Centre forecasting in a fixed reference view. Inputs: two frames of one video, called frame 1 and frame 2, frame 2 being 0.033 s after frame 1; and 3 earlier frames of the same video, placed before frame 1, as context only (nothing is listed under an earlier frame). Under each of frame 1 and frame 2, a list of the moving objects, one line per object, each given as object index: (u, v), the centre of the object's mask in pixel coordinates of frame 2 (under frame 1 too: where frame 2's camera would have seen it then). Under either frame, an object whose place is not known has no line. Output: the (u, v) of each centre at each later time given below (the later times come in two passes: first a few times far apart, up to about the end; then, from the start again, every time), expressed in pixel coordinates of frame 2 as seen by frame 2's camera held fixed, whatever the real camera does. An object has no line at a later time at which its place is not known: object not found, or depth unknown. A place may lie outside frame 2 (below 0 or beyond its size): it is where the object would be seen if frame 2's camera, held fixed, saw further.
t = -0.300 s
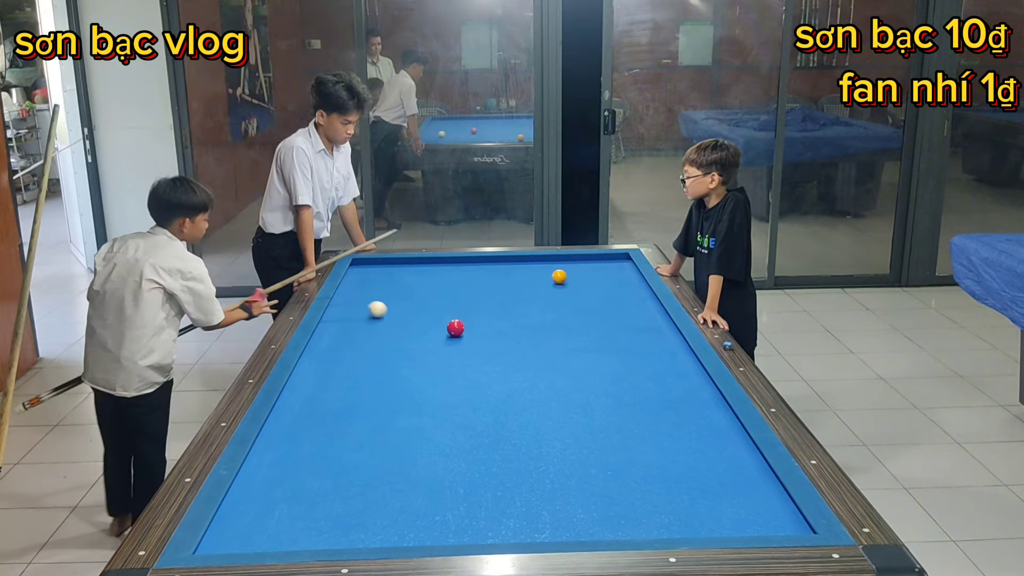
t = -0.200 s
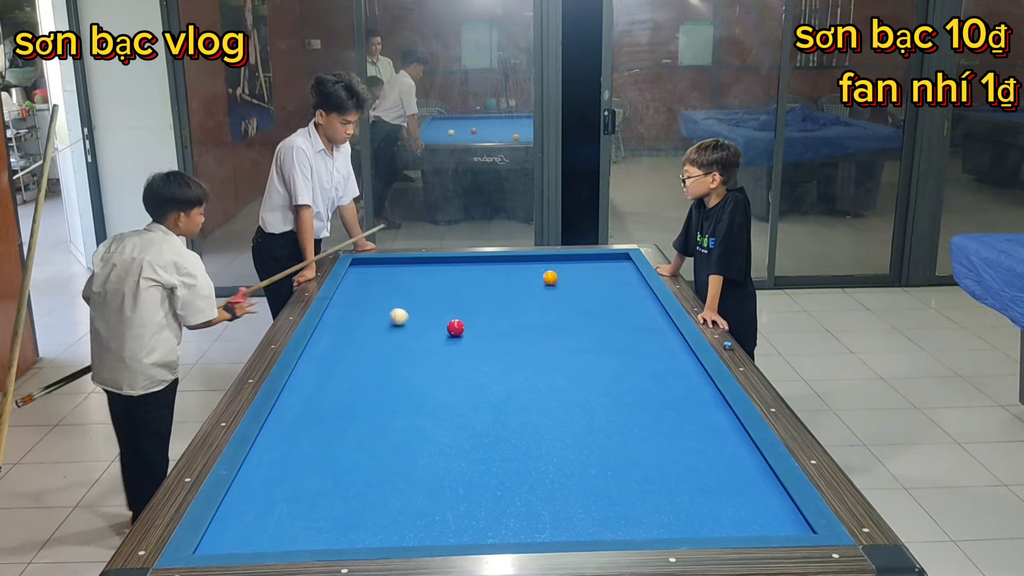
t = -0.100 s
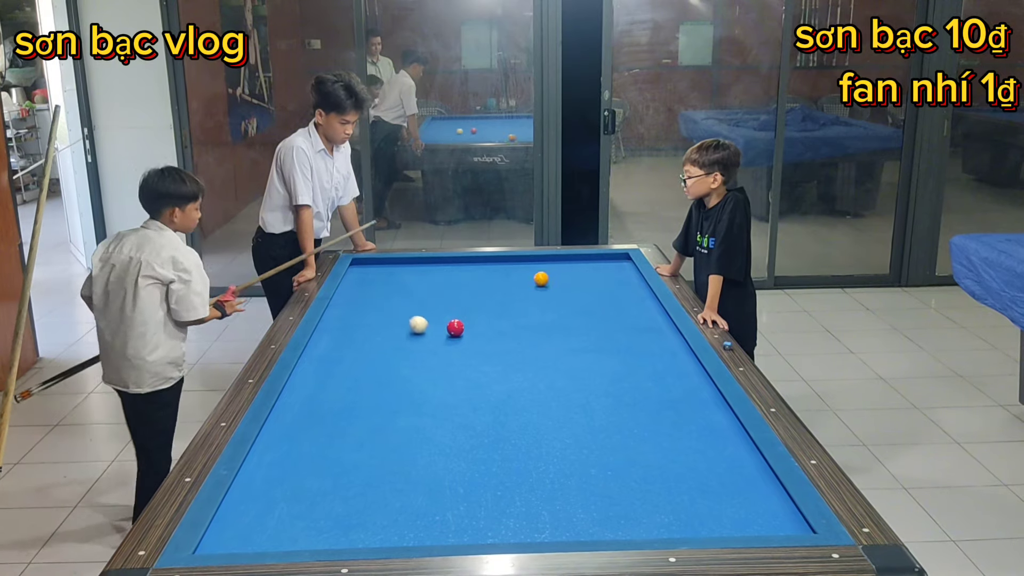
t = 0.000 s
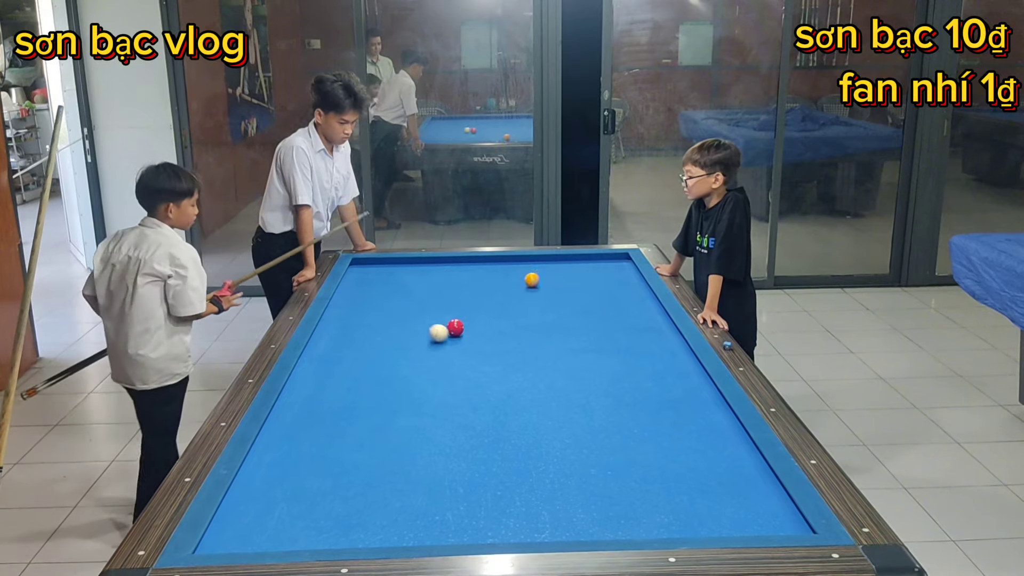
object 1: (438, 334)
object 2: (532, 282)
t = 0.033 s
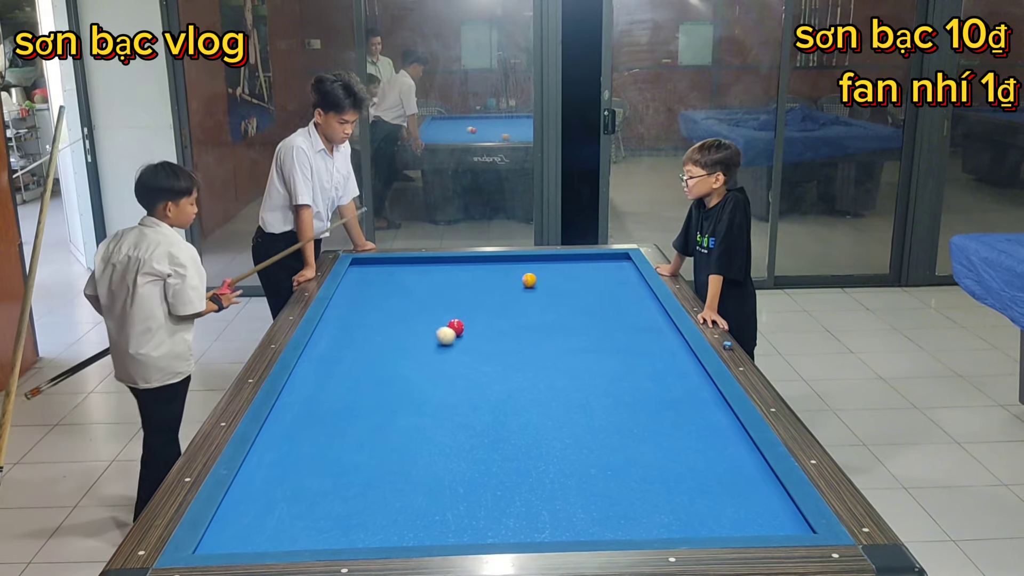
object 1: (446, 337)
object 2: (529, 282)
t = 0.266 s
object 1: (498, 359)
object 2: (509, 285)
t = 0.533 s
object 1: (568, 388)
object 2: (485, 287)
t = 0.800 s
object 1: (651, 423)
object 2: (462, 290)
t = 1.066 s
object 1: (749, 465)
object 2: (439, 293)
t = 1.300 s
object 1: (738, 499)
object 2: (419, 295)
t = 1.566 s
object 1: (717, 525)
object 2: (396, 298)
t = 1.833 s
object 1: (691, 506)
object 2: (375, 300)
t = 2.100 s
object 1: (669, 488)
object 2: (353, 302)
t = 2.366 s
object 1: (649, 472)
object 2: (339, 304)
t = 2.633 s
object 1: (630, 458)
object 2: (350, 305)
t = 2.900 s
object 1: (614, 445)
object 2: (359, 306)
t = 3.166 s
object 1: (598, 434)
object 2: (368, 306)
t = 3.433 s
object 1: (585, 424)
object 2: (376, 307)
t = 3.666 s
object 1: (574, 415)
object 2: (383, 308)
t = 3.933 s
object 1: (563, 407)
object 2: (389, 308)
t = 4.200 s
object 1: (551, 399)
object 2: (394, 308)
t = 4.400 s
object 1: (544, 394)
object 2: (398, 309)
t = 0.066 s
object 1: (453, 340)
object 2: (527, 286)
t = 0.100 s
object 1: (460, 343)
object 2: (524, 287)
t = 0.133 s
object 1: (467, 346)
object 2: (520, 283)
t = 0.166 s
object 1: (475, 349)
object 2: (517, 284)
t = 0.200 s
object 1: (483, 353)
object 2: (515, 284)
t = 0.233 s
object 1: (491, 356)
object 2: (512, 285)
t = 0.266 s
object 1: (498, 359)
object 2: (509, 285)
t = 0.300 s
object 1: (507, 363)
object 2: (505, 285)
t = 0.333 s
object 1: (515, 366)
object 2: (503, 286)
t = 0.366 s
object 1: (523, 370)
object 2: (500, 286)
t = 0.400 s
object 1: (532, 373)
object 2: (497, 286)
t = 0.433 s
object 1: (541, 377)
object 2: (493, 286)
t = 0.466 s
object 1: (550, 380)
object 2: (491, 287)
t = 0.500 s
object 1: (559, 385)
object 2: (488, 288)
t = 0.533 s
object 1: (568, 388)
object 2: (485, 287)
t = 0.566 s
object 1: (578, 392)
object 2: (482, 288)
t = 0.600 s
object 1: (587, 397)
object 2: (479, 288)
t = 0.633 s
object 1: (597, 401)
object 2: (476, 288)
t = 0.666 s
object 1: (607, 405)
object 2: (473, 289)
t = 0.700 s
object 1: (618, 409)
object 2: (470, 289)
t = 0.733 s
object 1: (628, 414)
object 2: (467, 289)
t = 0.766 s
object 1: (639, 418)
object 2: (464, 290)
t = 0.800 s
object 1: (651, 423)
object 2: (462, 290)
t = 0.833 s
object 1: (662, 428)
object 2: (459, 290)
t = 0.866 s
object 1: (674, 433)
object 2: (456, 291)
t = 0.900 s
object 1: (685, 438)
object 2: (453, 291)
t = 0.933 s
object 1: (697, 443)
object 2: (450, 291)
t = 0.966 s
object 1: (710, 448)
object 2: (447, 292)
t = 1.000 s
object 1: (723, 453)
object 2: (444, 292)
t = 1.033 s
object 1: (736, 459)
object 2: (441, 292)
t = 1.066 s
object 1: (749, 465)
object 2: (439, 293)
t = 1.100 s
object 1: (759, 470)
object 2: (436, 293)
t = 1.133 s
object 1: (754, 474)
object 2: (433, 293)
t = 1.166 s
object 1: (749, 479)
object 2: (430, 294)
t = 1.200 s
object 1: (745, 484)
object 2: (428, 294)
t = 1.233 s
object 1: (742, 489)
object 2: (424, 294)
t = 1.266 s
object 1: (740, 494)
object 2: (421, 295)
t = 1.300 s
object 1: (738, 499)
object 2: (419, 295)
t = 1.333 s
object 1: (736, 504)
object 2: (416, 295)
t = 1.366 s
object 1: (734, 509)
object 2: (413, 295)
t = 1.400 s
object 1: (732, 515)
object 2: (410, 296)
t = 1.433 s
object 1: (729, 520)
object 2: (407, 296)
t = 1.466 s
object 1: (727, 524)
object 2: (405, 296)
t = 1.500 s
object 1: (724, 527)
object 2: (402, 297)
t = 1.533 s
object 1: (721, 527)
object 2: (399, 297)
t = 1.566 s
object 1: (717, 525)
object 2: (396, 298)
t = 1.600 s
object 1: (714, 523)
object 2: (393, 298)
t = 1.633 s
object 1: (710, 521)
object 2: (391, 298)
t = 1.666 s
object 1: (707, 518)
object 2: (388, 299)
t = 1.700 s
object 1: (704, 515)
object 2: (385, 299)
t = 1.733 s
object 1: (701, 513)
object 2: (382, 299)
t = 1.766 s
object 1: (698, 511)
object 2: (380, 299)
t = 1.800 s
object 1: (694, 508)
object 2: (377, 300)
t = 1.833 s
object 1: (691, 506)
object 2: (375, 300)
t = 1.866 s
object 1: (688, 504)
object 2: (372, 300)
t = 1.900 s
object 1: (686, 501)
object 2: (369, 300)
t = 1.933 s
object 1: (683, 499)
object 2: (366, 301)
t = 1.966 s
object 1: (680, 497)
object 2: (363, 301)
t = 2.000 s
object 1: (677, 494)
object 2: (361, 301)
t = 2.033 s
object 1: (674, 492)
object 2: (358, 301)
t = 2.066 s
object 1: (672, 490)
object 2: (356, 302)
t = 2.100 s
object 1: (669, 488)
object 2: (353, 302)
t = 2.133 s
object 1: (666, 486)
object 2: (350, 303)
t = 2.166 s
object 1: (664, 484)
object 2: (348, 303)
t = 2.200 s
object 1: (661, 482)
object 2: (345, 303)
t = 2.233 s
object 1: (658, 480)
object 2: (342, 303)
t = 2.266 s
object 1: (656, 478)
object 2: (340, 303)
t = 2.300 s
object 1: (653, 476)
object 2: (337, 304)
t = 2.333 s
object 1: (651, 474)
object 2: (337, 304)
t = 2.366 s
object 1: (649, 472)
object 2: (339, 304)
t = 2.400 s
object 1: (646, 470)
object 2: (341, 304)
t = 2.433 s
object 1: (644, 468)
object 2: (342, 304)
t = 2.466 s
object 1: (641, 467)
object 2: (343, 304)
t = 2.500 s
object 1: (639, 465)
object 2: (345, 304)
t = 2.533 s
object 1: (637, 463)
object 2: (346, 305)
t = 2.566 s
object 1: (634, 461)
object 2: (347, 305)
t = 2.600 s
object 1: (632, 460)
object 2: (349, 305)
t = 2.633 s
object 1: (630, 458)
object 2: (350, 305)
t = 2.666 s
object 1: (628, 456)
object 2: (351, 305)
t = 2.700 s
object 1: (626, 455)
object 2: (352, 305)
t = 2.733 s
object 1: (624, 453)
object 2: (353, 305)
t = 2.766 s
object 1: (622, 451)
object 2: (355, 305)
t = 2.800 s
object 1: (619, 449)
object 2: (356, 305)
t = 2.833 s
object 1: (617, 448)
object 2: (357, 305)
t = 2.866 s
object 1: (616, 447)
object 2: (358, 306)
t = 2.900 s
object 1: (614, 445)
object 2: (359, 306)
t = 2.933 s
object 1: (612, 444)
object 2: (361, 306)
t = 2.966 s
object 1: (610, 442)
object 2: (362, 306)
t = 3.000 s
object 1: (608, 441)
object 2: (363, 306)
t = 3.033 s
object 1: (606, 439)
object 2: (364, 306)
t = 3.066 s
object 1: (604, 438)
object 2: (365, 306)
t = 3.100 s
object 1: (602, 436)
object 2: (366, 306)
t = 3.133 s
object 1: (600, 435)
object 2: (367, 306)
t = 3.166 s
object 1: (598, 434)
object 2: (368, 306)
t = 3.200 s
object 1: (597, 432)
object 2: (369, 306)
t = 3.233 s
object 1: (595, 431)
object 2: (370, 307)
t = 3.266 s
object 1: (593, 430)
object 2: (371, 307)
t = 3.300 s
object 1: (592, 428)
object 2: (372, 307)
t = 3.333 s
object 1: (590, 427)
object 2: (374, 307)
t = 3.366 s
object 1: (588, 426)
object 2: (374, 307)
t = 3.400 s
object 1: (587, 425)
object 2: (375, 307)
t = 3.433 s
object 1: (585, 424)
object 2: (376, 307)
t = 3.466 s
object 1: (583, 423)
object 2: (377, 307)
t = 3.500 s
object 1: (582, 421)
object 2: (378, 307)
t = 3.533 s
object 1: (580, 420)
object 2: (379, 307)
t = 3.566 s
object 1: (579, 419)
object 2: (380, 307)
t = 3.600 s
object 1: (577, 418)
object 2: (381, 307)
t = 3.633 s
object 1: (576, 417)
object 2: (382, 307)
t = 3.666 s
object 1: (574, 415)
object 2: (383, 308)
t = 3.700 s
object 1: (572, 414)
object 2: (383, 307)
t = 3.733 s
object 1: (571, 413)
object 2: (384, 308)
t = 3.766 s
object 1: (570, 412)
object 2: (385, 308)
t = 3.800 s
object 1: (568, 411)
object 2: (386, 308)
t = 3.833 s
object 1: (567, 410)
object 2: (387, 308)
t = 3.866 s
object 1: (565, 409)
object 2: (387, 308)
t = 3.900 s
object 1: (564, 408)
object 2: (388, 308)
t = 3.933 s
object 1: (563, 407)
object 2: (389, 308)
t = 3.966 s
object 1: (561, 406)
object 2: (390, 309)
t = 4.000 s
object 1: (560, 406)
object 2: (391, 309)
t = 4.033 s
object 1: (559, 405)
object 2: (391, 309)
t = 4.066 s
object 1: (557, 404)
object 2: (392, 309)
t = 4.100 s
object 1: (556, 402)
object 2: (392, 309)
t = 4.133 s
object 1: (555, 401)
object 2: (393, 309)
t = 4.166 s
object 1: (553, 400)
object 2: (394, 310)
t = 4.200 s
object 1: (551, 399)
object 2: (394, 308)
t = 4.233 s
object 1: (550, 398)
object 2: (395, 309)
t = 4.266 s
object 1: (548, 397)
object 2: (396, 309)
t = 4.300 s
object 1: (547, 396)
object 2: (397, 309)
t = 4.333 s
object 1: (546, 395)
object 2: (397, 309)
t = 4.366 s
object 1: (545, 395)
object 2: (398, 309)
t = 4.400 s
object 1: (544, 394)
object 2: (398, 309)
